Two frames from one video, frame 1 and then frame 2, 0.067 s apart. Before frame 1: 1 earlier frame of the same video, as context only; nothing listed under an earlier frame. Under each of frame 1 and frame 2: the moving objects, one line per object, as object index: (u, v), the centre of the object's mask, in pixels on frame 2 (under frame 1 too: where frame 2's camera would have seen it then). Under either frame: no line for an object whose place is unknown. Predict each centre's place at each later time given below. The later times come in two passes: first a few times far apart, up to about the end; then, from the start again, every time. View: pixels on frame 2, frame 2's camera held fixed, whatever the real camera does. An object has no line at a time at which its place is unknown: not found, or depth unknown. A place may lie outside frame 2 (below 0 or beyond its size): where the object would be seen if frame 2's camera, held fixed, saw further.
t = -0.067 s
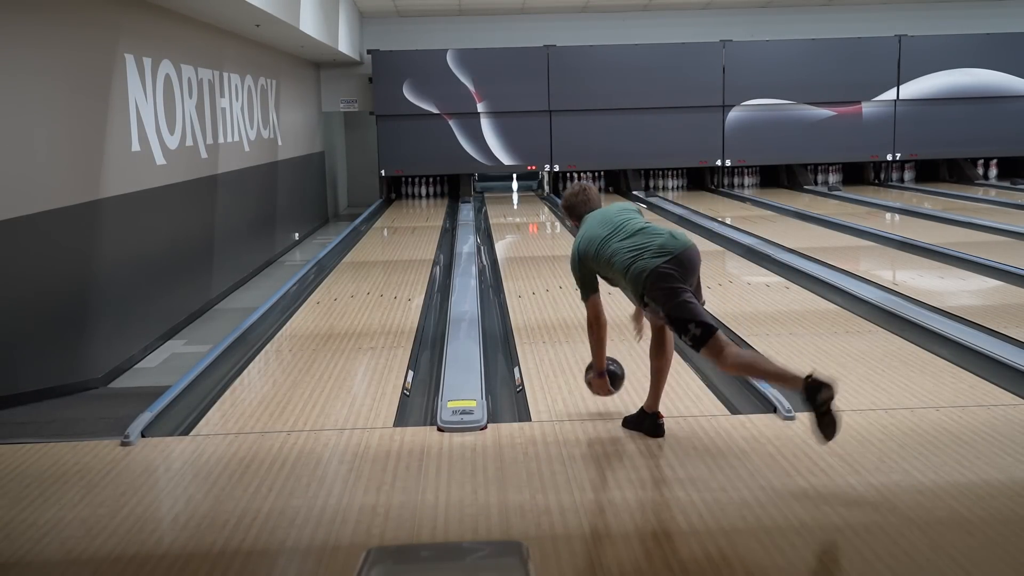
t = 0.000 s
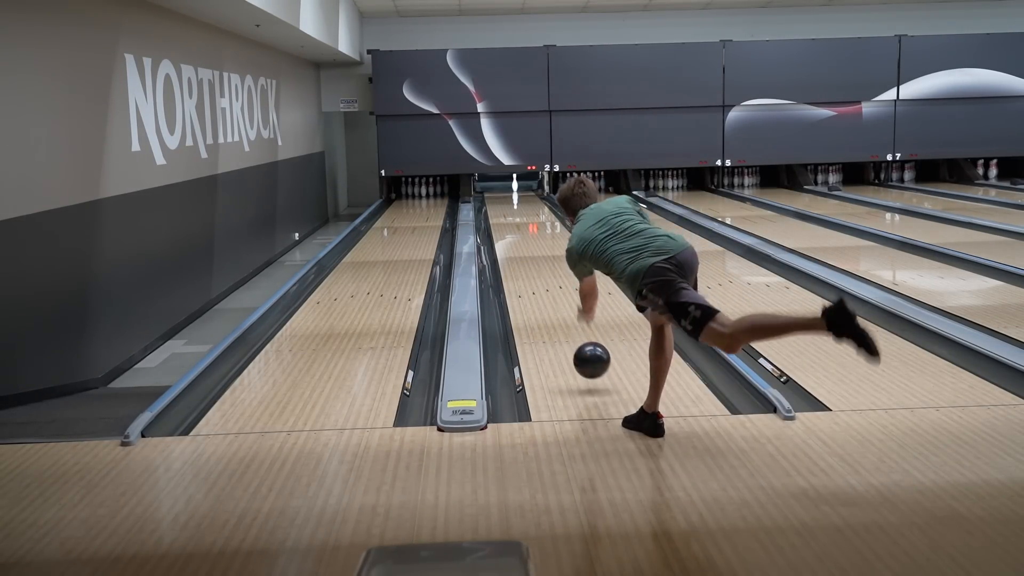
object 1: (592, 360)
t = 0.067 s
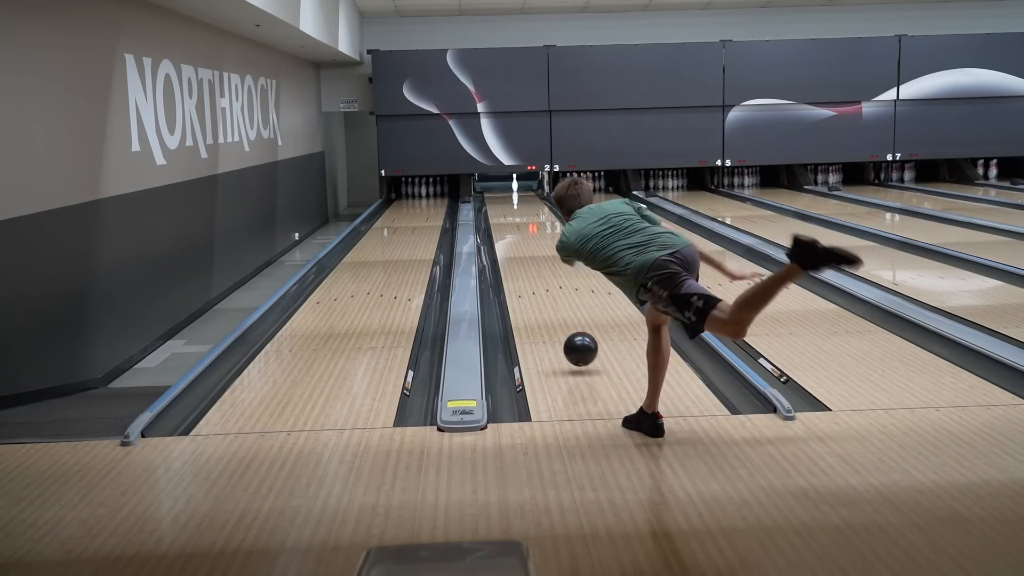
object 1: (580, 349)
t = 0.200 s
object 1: (562, 327)
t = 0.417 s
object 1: (541, 293)
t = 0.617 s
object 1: (528, 270)
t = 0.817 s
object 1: (518, 252)
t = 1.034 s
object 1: (510, 238)
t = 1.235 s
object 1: (505, 227)
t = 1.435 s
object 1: (503, 218)
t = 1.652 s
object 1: (503, 210)
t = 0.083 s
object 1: (578, 347)
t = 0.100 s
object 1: (576, 346)
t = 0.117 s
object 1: (573, 345)
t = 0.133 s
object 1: (571, 341)
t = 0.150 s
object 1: (569, 337)
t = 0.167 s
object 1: (567, 334)
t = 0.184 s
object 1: (564, 331)
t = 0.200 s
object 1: (562, 327)
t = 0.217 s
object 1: (561, 324)
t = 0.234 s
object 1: (559, 321)
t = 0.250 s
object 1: (557, 318)
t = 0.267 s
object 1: (555, 316)
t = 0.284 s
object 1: (553, 313)
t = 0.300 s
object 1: (552, 310)
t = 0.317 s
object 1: (550, 307)
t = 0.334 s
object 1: (548, 305)
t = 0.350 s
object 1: (547, 302)
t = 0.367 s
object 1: (546, 300)
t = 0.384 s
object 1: (544, 298)
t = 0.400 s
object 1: (543, 295)
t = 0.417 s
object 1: (541, 293)
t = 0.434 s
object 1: (540, 291)
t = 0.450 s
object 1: (539, 289)
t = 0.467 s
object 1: (538, 287)
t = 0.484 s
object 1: (536, 285)
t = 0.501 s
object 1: (535, 283)
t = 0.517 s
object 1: (534, 281)
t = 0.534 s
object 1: (533, 279)
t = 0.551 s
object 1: (532, 277)
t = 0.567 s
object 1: (531, 275)
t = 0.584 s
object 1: (530, 274)
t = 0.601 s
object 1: (529, 272)
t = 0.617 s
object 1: (528, 270)
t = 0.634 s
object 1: (527, 268)
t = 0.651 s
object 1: (526, 267)
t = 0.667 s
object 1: (525, 265)
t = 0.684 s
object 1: (524, 264)
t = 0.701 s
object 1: (523, 262)
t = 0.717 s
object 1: (522, 261)
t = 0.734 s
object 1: (521, 259)
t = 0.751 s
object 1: (521, 258)
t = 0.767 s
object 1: (520, 256)
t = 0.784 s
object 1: (519, 255)
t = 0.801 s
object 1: (518, 254)
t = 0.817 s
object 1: (518, 252)
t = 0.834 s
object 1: (517, 251)
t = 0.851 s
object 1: (516, 250)
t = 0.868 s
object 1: (516, 249)
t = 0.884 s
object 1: (515, 248)
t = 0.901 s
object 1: (514, 247)
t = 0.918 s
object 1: (514, 245)
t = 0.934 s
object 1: (513, 244)
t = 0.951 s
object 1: (513, 243)
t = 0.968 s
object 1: (512, 242)
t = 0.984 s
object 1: (511, 241)
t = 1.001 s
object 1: (511, 240)
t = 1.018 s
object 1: (510, 239)
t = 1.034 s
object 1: (510, 238)
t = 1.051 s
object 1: (509, 237)
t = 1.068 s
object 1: (509, 236)
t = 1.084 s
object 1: (509, 235)
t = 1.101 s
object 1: (508, 234)
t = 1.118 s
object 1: (508, 233)
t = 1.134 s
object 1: (507, 232)
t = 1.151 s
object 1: (507, 231)
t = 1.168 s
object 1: (507, 231)
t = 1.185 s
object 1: (506, 230)
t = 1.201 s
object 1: (506, 229)
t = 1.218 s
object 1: (506, 228)
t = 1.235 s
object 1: (505, 227)
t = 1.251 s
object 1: (505, 226)
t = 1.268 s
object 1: (505, 226)
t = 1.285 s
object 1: (505, 225)
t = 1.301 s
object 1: (504, 224)
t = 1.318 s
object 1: (504, 223)
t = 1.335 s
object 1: (504, 223)
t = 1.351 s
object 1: (504, 222)
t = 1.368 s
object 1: (504, 221)
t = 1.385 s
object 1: (504, 221)
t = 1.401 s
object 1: (503, 220)
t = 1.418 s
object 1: (503, 219)
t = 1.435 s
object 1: (503, 218)
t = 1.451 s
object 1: (503, 218)
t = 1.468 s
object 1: (503, 217)
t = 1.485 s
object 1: (503, 216)
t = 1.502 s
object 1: (503, 216)
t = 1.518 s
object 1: (503, 215)
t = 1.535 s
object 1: (503, 214)
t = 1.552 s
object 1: (503, 214)
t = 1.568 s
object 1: (503, 213)
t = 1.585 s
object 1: (503, 212)
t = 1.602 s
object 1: (503, 212)
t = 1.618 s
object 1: (503, 211)
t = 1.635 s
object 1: (503, 211)
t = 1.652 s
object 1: (503, 210)
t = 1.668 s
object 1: (503, 210)
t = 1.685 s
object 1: (503, 209)
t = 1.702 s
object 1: (503, 208)
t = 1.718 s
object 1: (503, 208)
